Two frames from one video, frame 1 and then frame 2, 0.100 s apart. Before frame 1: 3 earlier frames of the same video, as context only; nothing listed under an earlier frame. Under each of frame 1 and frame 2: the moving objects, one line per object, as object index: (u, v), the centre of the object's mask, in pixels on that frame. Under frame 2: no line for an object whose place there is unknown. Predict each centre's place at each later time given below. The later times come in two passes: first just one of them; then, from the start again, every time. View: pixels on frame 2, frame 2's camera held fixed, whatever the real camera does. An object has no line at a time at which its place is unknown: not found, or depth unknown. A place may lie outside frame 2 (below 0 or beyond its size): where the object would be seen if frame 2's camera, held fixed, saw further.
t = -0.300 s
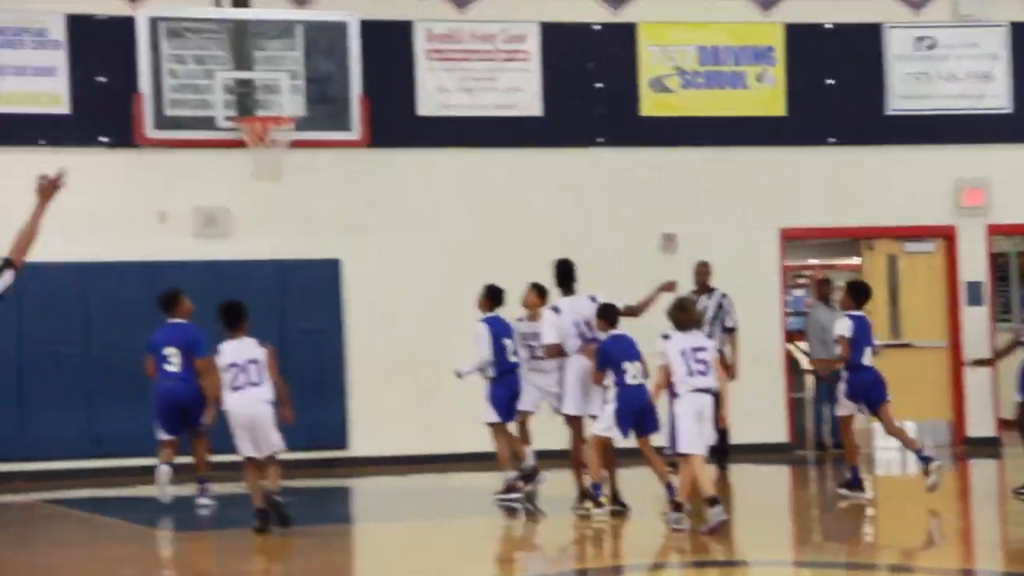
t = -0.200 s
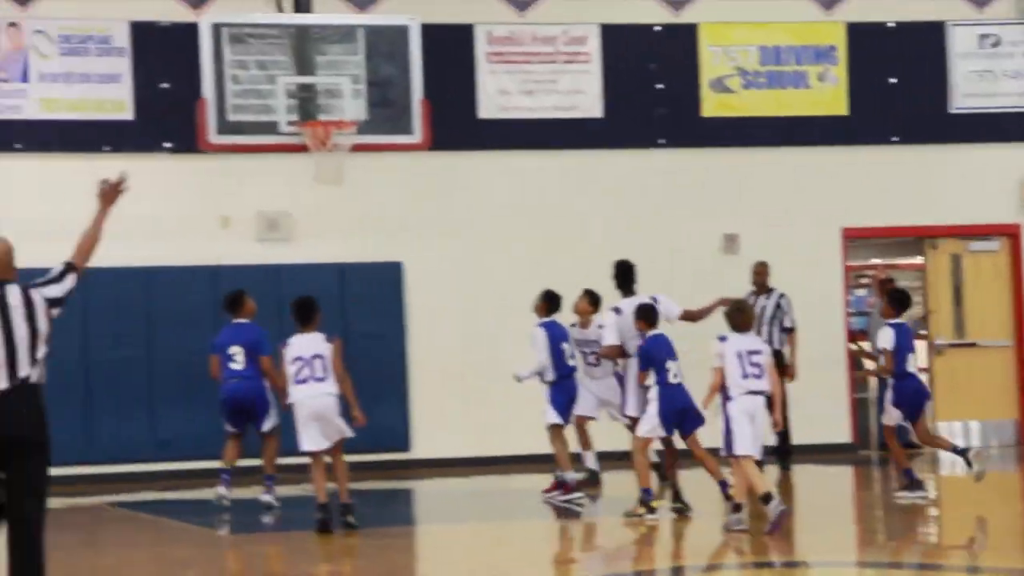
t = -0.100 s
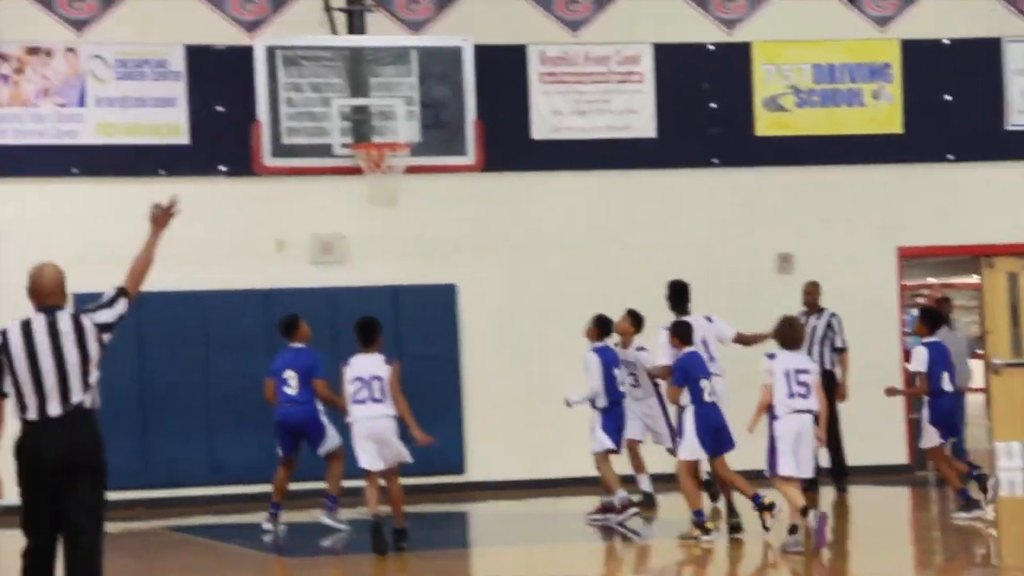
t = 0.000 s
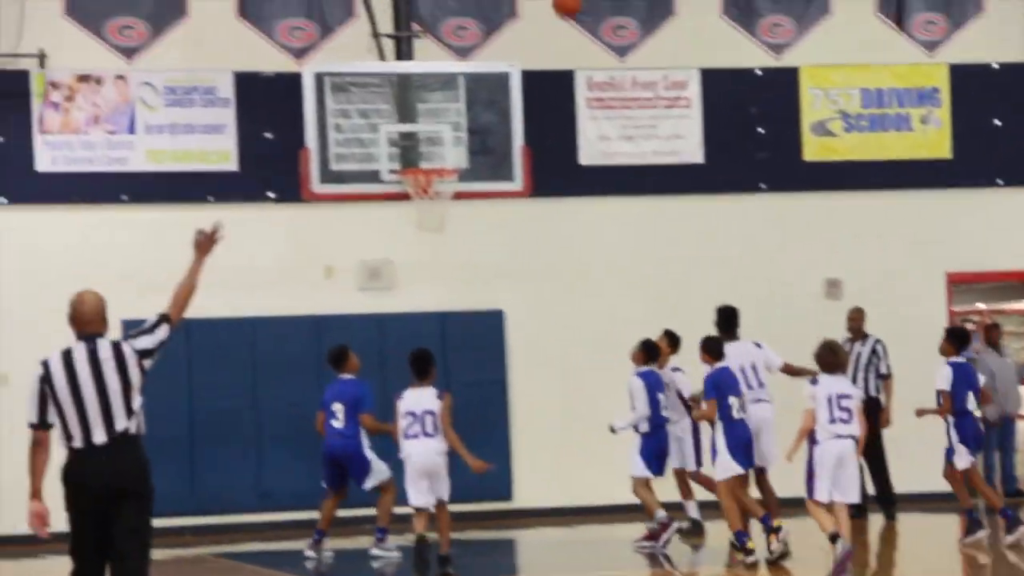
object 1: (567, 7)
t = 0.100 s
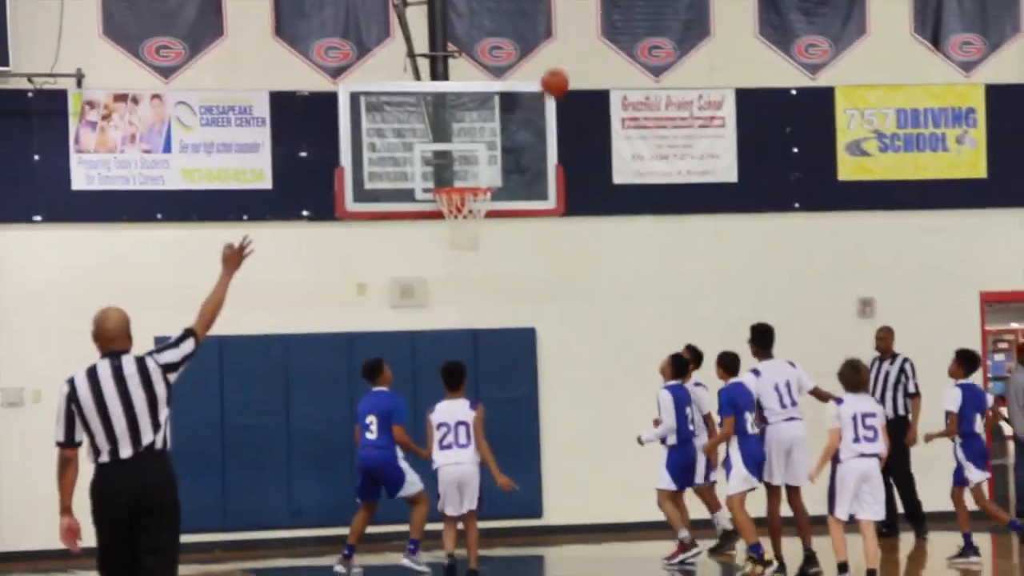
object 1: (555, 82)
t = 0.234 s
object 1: (495, 179)
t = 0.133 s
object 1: (538, 106)
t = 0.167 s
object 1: (524, 128)
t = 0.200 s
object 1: (510, 153)
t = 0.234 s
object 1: (495, 179)
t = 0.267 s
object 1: (498, 165)
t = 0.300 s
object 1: (503, 147)
